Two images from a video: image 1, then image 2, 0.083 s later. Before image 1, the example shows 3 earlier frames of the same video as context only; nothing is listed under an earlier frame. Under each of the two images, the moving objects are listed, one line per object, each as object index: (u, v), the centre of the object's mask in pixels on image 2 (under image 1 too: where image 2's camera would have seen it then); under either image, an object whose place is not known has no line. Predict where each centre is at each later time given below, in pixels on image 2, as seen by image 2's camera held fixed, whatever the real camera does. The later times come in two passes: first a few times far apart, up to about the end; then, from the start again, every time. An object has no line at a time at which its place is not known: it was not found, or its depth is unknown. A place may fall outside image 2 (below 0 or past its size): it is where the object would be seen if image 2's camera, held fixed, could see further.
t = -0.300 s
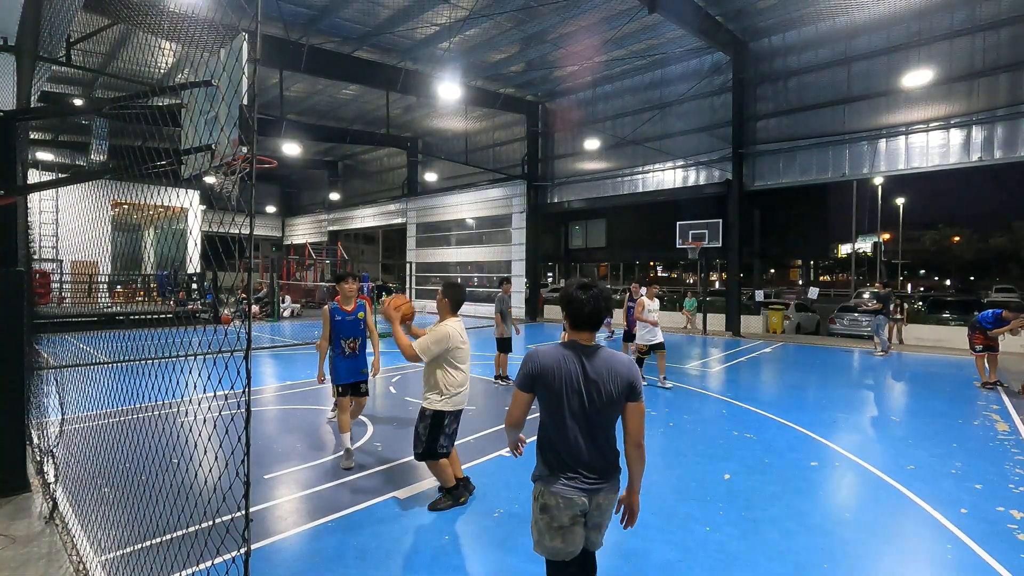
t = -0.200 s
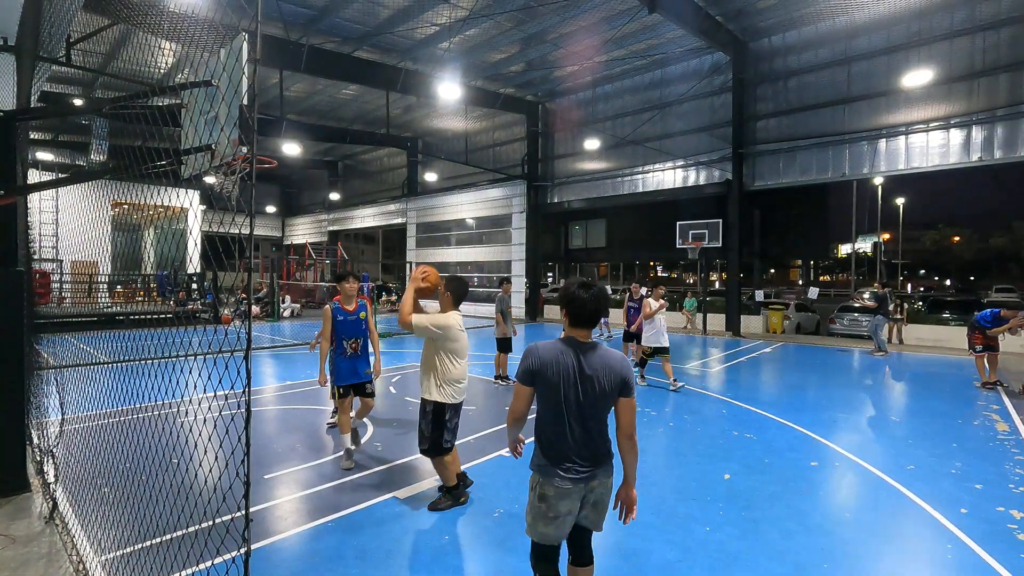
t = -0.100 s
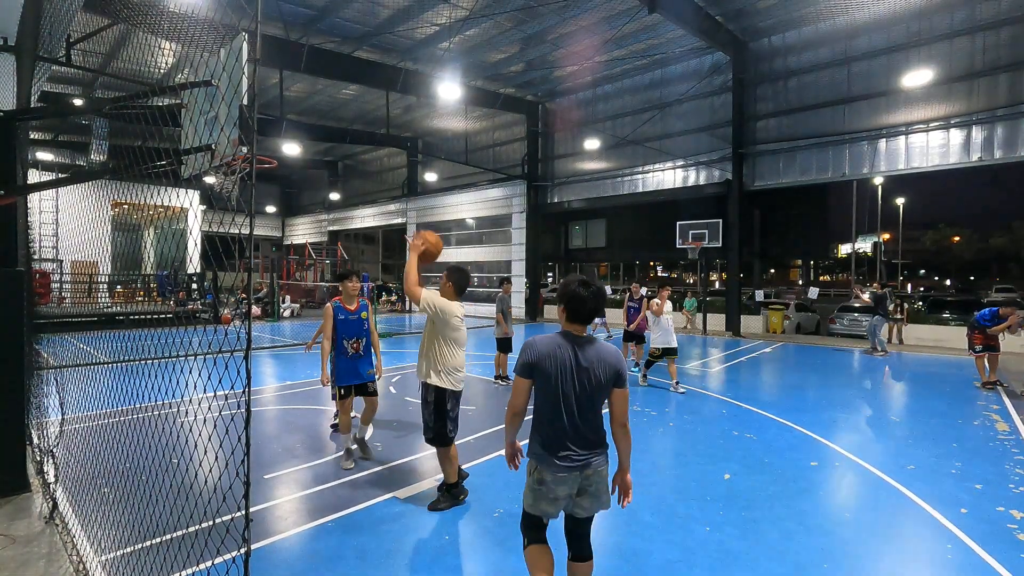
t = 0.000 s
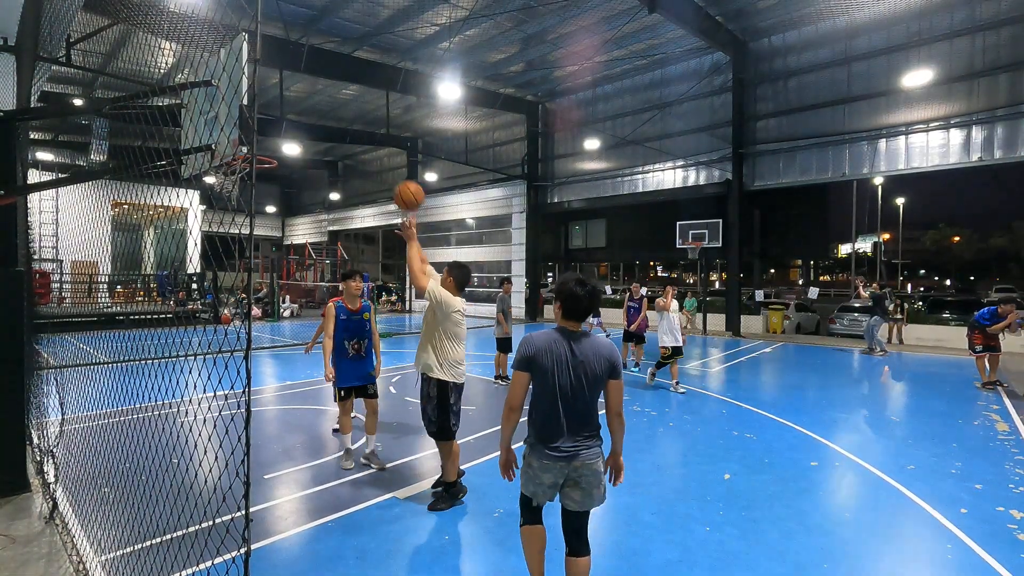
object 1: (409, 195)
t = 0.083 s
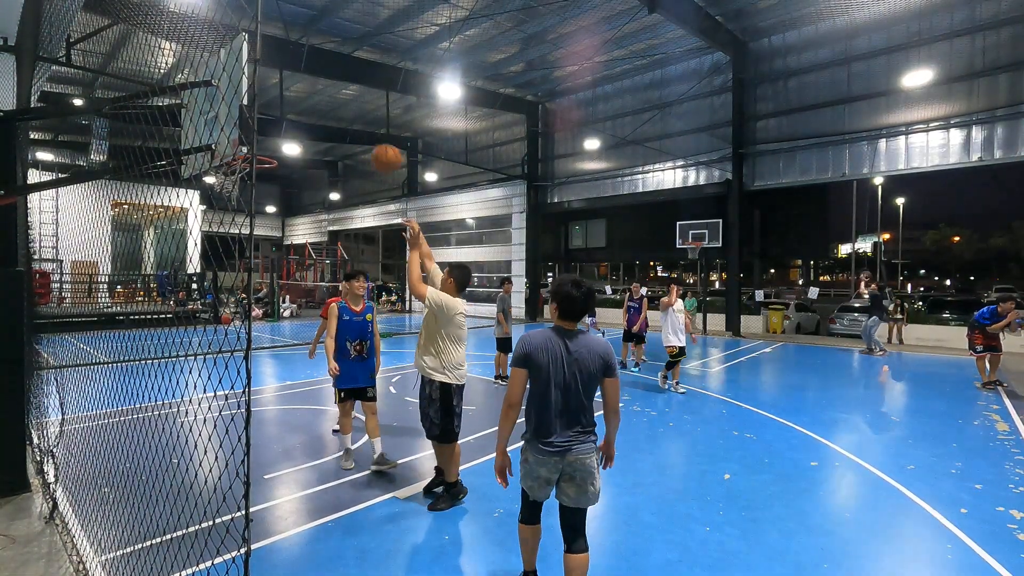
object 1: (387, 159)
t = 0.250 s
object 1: (346, 116)
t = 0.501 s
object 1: (293, 110)
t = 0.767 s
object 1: (262, 144)
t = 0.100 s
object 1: (382, 152)
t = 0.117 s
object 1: (377, 147)
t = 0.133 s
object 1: (373, 141)
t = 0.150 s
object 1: (369, 137)
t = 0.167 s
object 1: (365, 132)
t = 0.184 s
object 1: (361, 128)
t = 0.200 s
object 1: (357, 125)
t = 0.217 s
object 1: (353, 121)
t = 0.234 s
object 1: (349, 118)
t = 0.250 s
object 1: (346, 116)
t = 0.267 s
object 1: (341, 113)
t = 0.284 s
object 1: (338, 110)
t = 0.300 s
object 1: (334, 109)
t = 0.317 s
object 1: (330, 108)
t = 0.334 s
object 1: (327, 107)
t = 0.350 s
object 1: (323, 106)
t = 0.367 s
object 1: (320, 105)
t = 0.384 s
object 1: (316, 104)
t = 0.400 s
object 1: (313, 105)
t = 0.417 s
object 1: (310, 105)
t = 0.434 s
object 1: (306, 105)
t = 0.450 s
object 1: (303, 107)
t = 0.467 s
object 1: (299, 107)
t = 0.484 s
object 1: (296, 109)
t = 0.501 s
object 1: (293, 110)
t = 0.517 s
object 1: (290, 112)
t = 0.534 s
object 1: (287, 115)
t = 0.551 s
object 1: (283, 117)
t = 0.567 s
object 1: (281, 120)
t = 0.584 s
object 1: (278, 123)
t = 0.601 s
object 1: (275, 125)
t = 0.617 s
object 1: (271, 128)
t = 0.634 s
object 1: (269, 132)
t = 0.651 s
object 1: (267, 136)
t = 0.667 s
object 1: (265, 141)
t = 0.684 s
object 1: (264, 145)
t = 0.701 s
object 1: (263, 145)
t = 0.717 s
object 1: (262, 145)
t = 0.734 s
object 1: (262, 144)
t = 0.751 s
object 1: (262, 144)
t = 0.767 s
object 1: (262, 144)
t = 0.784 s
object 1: (261, 144)
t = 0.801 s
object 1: (260, 144)
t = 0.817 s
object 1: (260, 144)
